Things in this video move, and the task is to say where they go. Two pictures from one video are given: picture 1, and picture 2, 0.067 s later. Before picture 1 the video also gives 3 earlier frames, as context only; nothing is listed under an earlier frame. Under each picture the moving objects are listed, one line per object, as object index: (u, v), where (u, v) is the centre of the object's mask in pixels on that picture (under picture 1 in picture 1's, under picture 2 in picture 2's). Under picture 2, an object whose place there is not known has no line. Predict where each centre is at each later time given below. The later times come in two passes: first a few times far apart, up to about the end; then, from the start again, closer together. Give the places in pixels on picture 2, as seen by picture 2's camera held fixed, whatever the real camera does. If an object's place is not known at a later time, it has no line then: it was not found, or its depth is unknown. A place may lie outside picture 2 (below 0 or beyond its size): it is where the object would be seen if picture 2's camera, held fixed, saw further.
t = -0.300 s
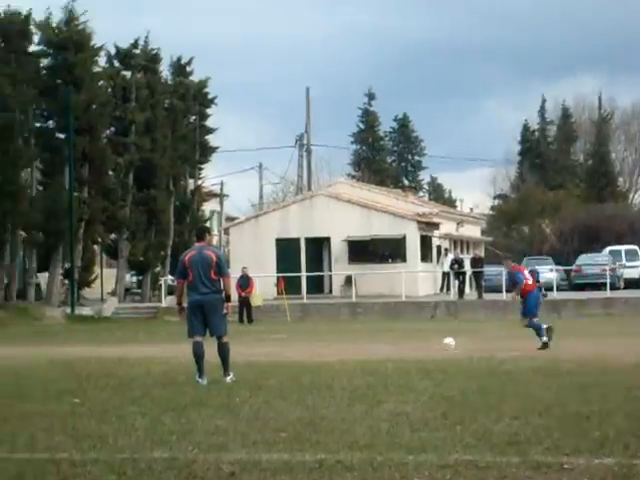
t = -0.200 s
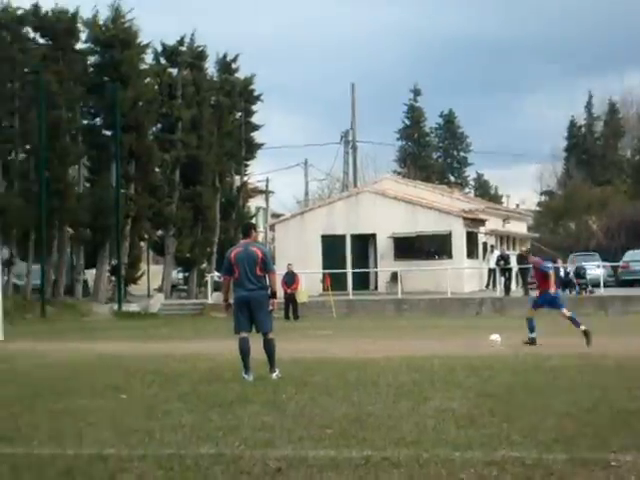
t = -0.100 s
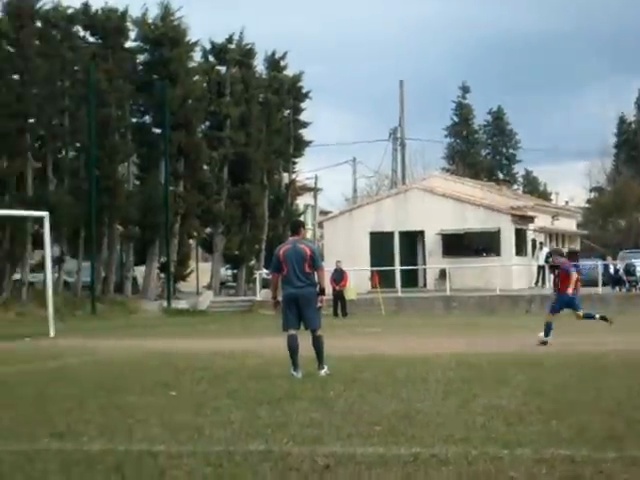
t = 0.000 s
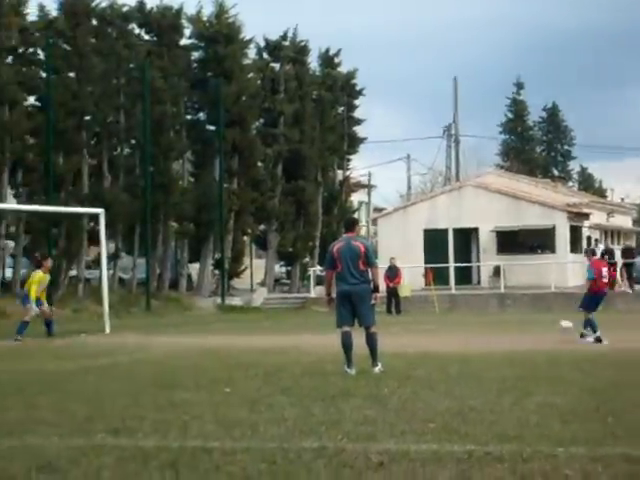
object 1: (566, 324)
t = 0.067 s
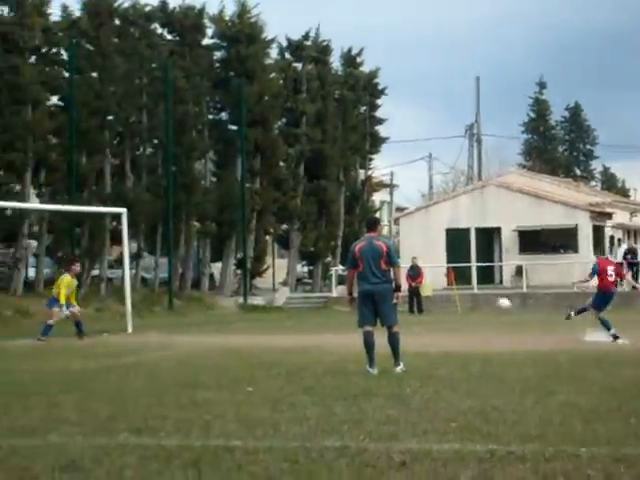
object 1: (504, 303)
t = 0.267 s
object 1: (292, 252)
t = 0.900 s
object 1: (63, 228)
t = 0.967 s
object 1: (49, 239)
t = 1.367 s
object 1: (-68, 337)
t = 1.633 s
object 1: (-133, 279)
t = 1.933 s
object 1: (-218, 284)
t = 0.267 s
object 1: (292, 252)
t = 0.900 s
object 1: (63, 228)
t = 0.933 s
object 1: (56, 234)
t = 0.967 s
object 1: (49, 239)
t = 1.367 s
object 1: (-68, 337)
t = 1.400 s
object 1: (-77, 327)
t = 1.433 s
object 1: (-85, 318)
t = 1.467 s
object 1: (-92, 310)
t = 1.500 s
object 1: (-99, 301)
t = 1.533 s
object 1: (-108, 294)
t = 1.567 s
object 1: (-116, 288)
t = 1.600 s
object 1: (-125, 283)
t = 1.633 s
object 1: (-133, 279)
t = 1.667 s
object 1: (-142, 275)
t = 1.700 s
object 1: (-151, 273)
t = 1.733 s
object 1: (-159, 271)
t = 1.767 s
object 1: (-169, 270)
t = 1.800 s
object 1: (-179, 271)
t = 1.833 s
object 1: (-189, 271)
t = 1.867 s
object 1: (-197, 275)
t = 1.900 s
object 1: (-208, 280)
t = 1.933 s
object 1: (-218, 284)
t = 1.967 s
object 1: (-229, 291)
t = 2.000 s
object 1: (-239, 296)
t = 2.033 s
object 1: (-250, 307)
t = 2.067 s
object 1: (-261, 316)
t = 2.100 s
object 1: (-271, 327)
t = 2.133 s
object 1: (-283, 341)
